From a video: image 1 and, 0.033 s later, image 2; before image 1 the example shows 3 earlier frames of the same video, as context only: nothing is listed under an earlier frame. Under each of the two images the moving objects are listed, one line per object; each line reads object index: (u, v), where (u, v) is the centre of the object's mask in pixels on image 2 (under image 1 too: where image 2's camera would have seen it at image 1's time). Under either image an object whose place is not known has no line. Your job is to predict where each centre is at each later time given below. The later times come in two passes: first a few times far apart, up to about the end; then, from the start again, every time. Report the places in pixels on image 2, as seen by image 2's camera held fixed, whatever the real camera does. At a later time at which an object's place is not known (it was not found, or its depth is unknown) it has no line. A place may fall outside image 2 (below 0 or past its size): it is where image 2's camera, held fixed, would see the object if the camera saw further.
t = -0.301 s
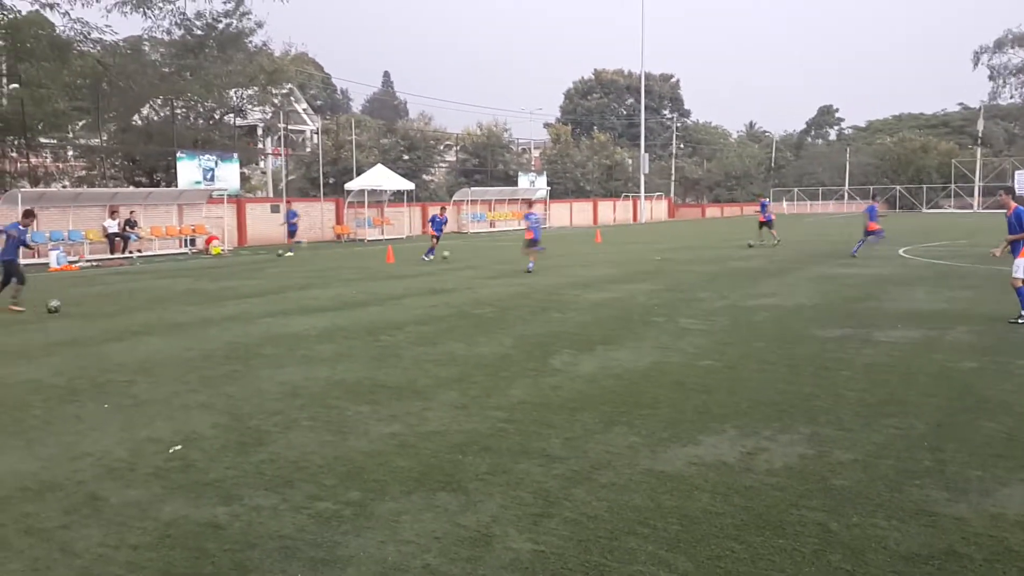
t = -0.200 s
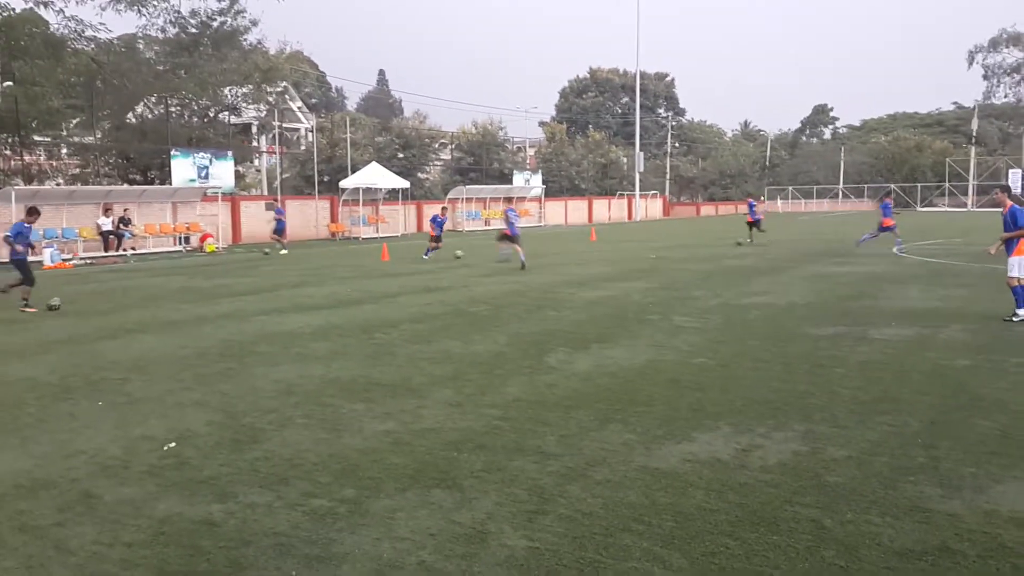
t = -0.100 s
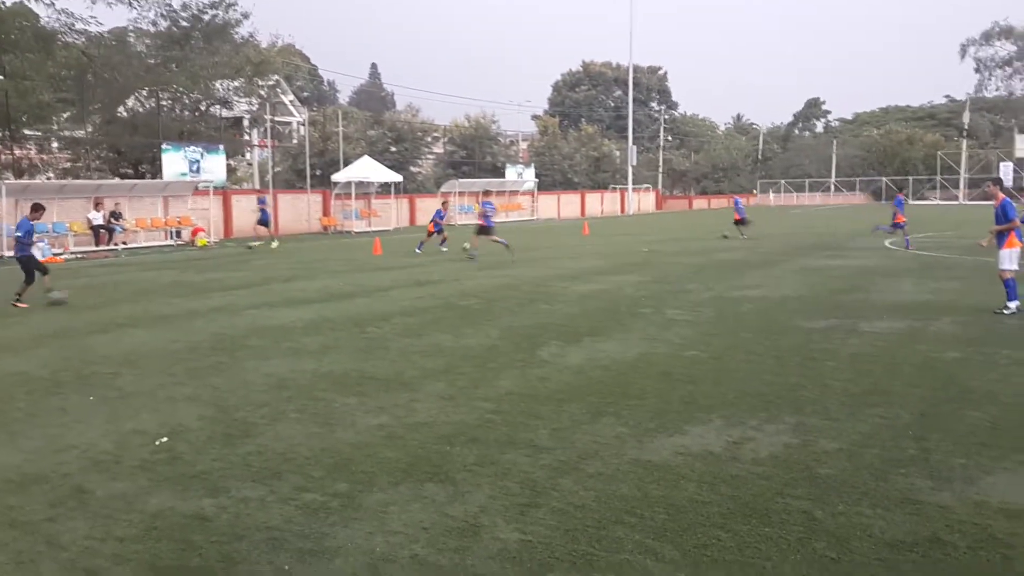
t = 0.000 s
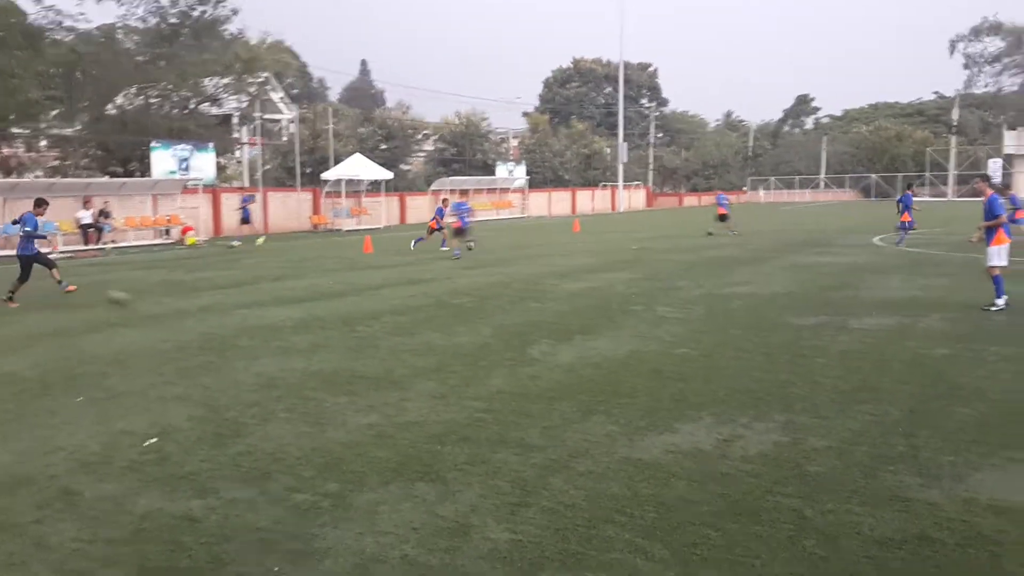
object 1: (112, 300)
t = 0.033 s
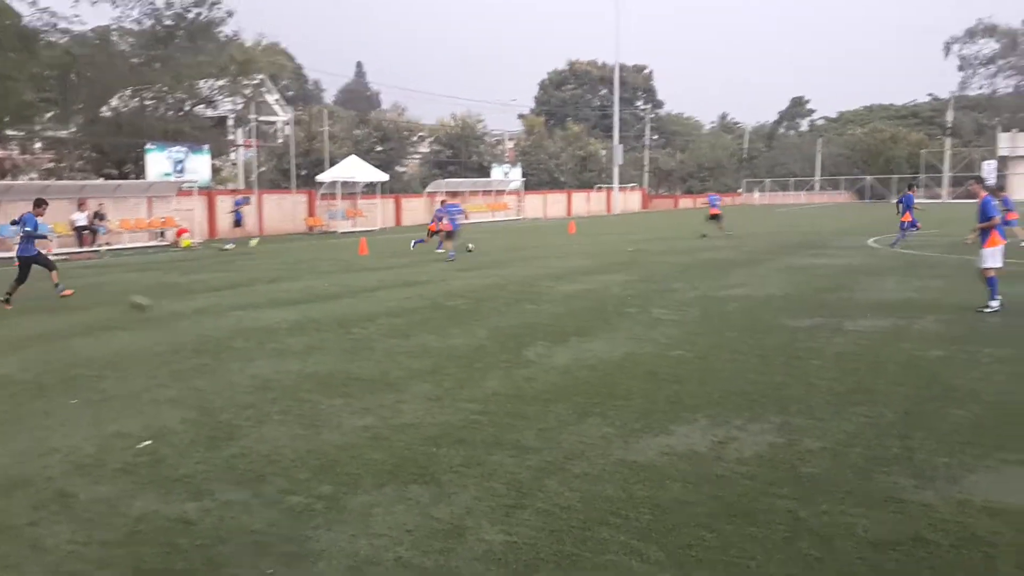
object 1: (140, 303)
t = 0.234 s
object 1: (288, 309)
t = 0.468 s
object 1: (464, 316)
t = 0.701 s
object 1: (632, 321)
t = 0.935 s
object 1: (798, 331)
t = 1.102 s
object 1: (922, 338)
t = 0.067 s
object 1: (165, 305)
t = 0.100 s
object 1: (189, 307)
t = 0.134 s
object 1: (213, 307)
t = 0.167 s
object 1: (237, 306)
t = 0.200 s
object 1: (262, 307)
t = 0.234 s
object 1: (288, 309)
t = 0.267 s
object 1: (315, 312)
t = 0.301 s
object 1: (338, 312)
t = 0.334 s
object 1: (363, 312)
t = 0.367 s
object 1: (386, 310)
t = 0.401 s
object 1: (412, 310)
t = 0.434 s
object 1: (438, 313)
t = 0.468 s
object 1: (464, 316)
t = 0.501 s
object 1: (486, 317)
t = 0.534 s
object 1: (510, 317)
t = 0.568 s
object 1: (535, 318)
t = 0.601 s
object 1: (560, 320)
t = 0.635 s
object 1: (582, 321)
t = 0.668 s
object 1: (606, 321)
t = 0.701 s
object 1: (632, 321)
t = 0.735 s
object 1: (654, 322)
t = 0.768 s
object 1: (679, 326)
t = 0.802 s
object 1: (702, 328)
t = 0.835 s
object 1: (727, 328)
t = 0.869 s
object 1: (749, 330)
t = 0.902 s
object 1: (773, 331)
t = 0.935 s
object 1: (798, 331)
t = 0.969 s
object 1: (820, 333)
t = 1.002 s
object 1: (844, 334)
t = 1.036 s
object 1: (869, 334)
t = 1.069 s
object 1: (895, 336)
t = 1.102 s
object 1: (922, 338)
